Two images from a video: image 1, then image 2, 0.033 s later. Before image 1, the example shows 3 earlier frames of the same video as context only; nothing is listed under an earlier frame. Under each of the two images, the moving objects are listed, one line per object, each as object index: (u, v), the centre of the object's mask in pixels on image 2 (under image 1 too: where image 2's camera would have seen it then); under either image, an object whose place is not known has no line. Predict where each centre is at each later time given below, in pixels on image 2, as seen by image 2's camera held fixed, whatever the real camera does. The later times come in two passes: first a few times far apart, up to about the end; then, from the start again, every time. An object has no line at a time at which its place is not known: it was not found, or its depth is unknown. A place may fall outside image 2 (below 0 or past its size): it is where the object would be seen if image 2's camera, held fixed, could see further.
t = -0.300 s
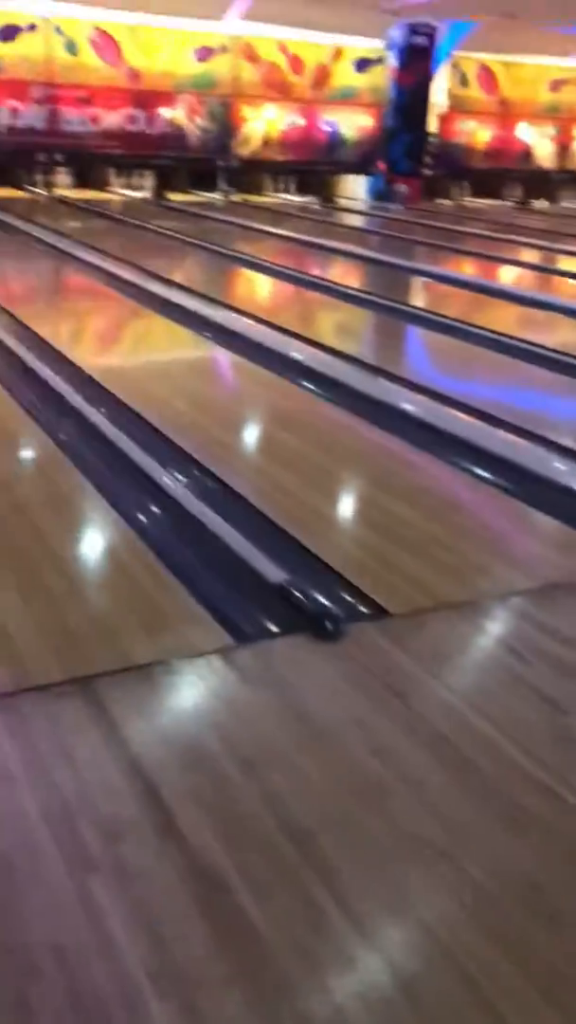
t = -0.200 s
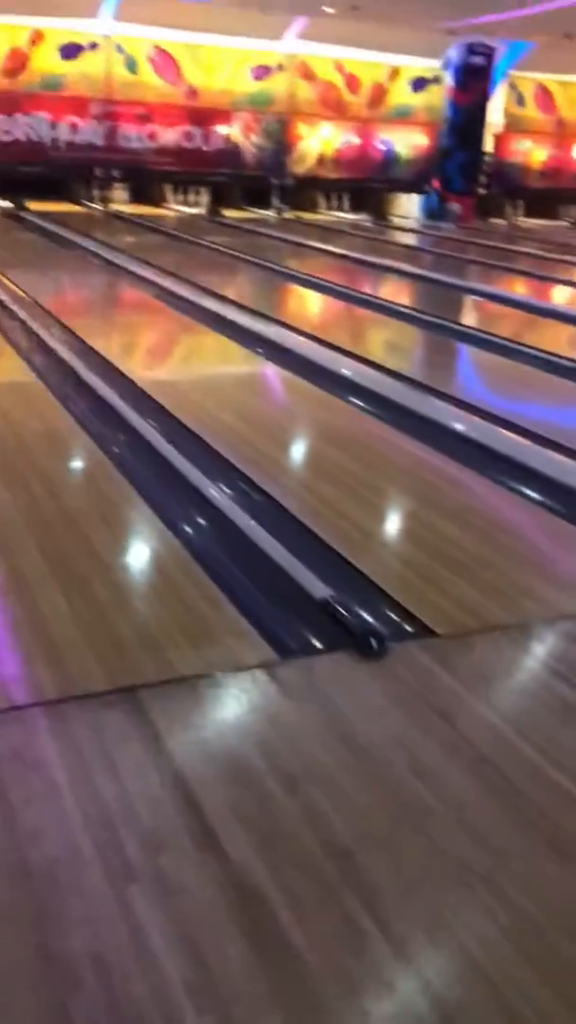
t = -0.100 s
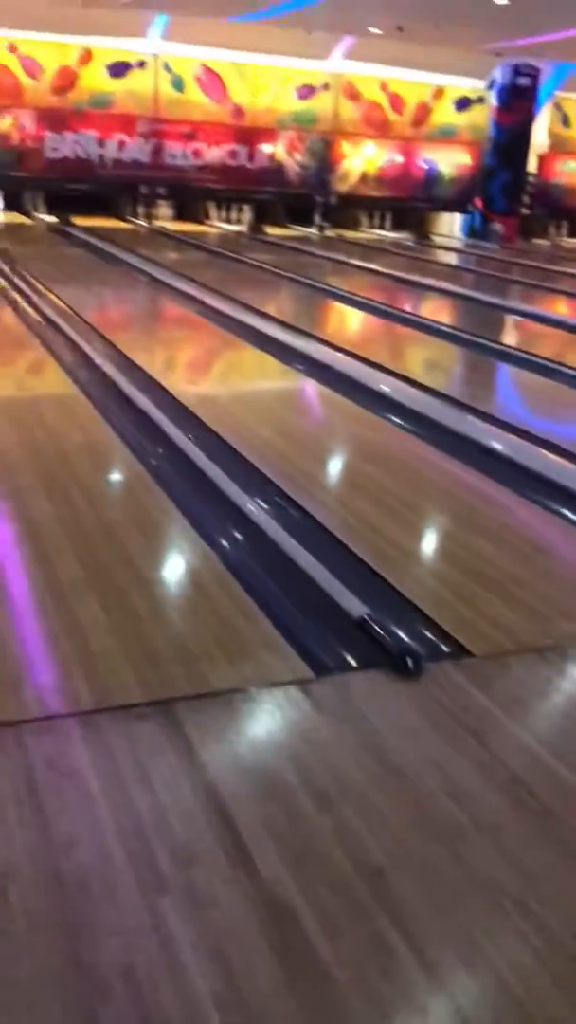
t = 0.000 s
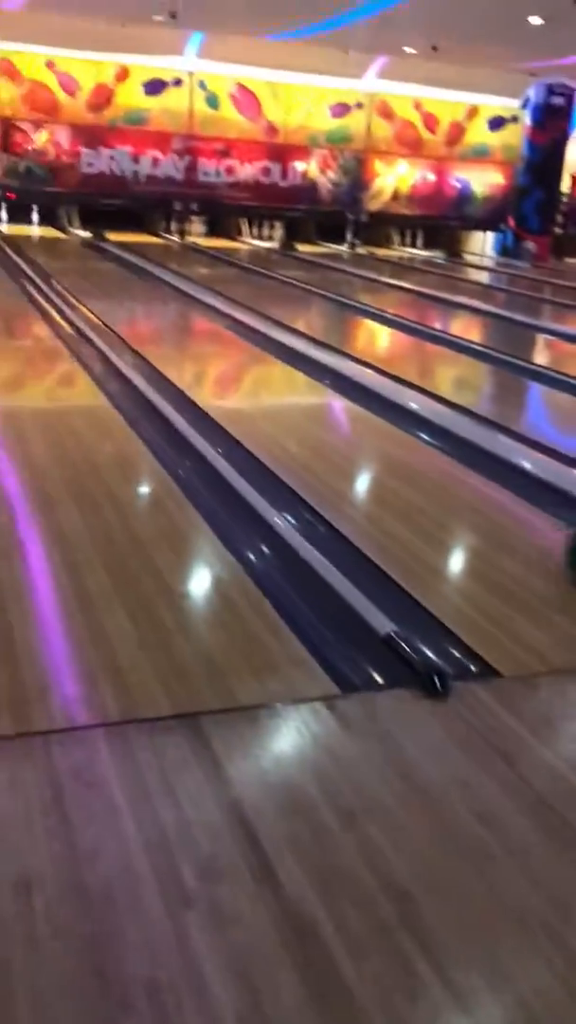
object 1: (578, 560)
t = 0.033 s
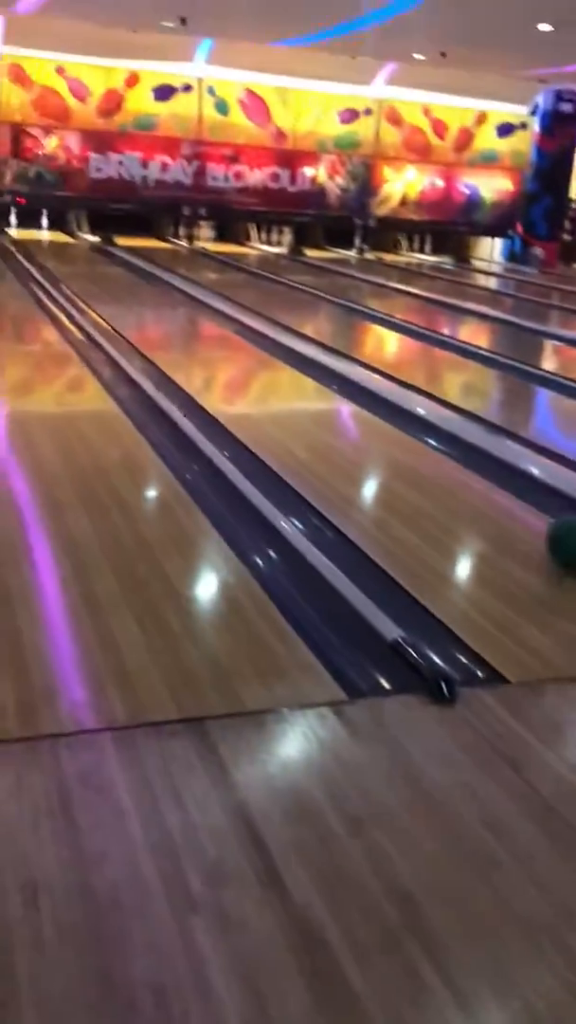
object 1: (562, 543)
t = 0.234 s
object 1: (444, 464)
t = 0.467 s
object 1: (346, 405)
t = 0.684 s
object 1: (285, 367)
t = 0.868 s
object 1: (247, 342)
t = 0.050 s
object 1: (553, 536)
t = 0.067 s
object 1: (545, 527)
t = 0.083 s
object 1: (536, 519)
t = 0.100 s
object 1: (525, 512)
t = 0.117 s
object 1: (514, 505)
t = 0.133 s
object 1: (501, 500)
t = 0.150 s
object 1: (490, 493)
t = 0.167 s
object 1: (480, 486)
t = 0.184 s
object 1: (471, 480)
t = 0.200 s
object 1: (461, 473)
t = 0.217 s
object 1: (451, 469)
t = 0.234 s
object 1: (444, 464)
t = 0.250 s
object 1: (434, 458)
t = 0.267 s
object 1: (426, 454)
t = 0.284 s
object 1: (419, 450)
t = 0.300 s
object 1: (411, 446)
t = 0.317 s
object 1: (404, 441)
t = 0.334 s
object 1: (397, 437)
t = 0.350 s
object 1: (391, 433)
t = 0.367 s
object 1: (383, 427)
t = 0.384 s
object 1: (376, 423)
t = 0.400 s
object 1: (370, 420)
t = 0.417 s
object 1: (364, 415)
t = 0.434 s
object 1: (358, 413)
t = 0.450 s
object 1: (352, 410)
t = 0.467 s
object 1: (346, 405)
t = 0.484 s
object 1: (341, 401)
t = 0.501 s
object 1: (336, 398)
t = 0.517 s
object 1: (331, 393)
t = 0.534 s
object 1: (326, 391)
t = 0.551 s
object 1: (321, 389)
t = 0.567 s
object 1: (316, 386)
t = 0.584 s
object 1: (312, 384)
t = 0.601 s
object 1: (307, 381)
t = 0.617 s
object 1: (303, 378)
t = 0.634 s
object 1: (298, 374)
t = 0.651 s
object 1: (294, 372)
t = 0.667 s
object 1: (290, 370)
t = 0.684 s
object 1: (285, 367)
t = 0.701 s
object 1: (281, 365)
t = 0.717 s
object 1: (278, 362)
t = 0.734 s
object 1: (274, 360)
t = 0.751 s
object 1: (270, 358)
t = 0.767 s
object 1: (268, 356)
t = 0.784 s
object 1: (264, 354)
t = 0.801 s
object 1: (260, 351)
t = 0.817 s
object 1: (258, 349)
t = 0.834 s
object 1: (254, 347)
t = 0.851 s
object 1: (251, 346)
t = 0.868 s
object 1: (247, 342)
